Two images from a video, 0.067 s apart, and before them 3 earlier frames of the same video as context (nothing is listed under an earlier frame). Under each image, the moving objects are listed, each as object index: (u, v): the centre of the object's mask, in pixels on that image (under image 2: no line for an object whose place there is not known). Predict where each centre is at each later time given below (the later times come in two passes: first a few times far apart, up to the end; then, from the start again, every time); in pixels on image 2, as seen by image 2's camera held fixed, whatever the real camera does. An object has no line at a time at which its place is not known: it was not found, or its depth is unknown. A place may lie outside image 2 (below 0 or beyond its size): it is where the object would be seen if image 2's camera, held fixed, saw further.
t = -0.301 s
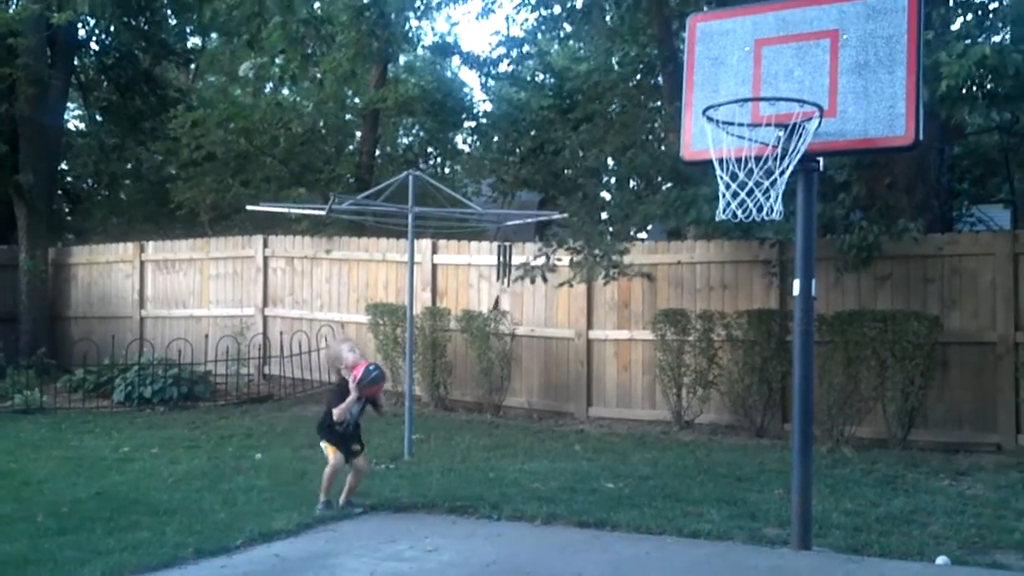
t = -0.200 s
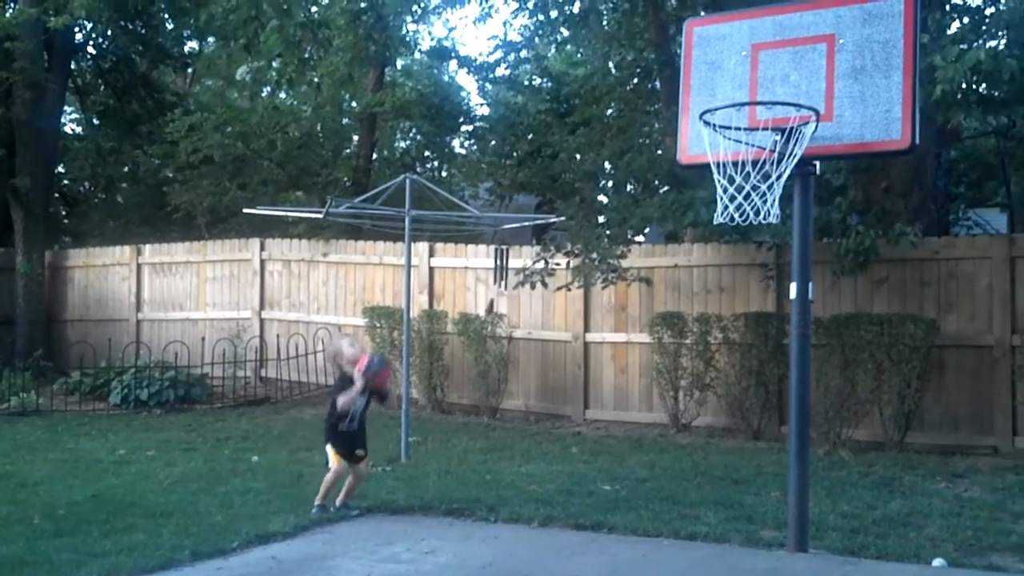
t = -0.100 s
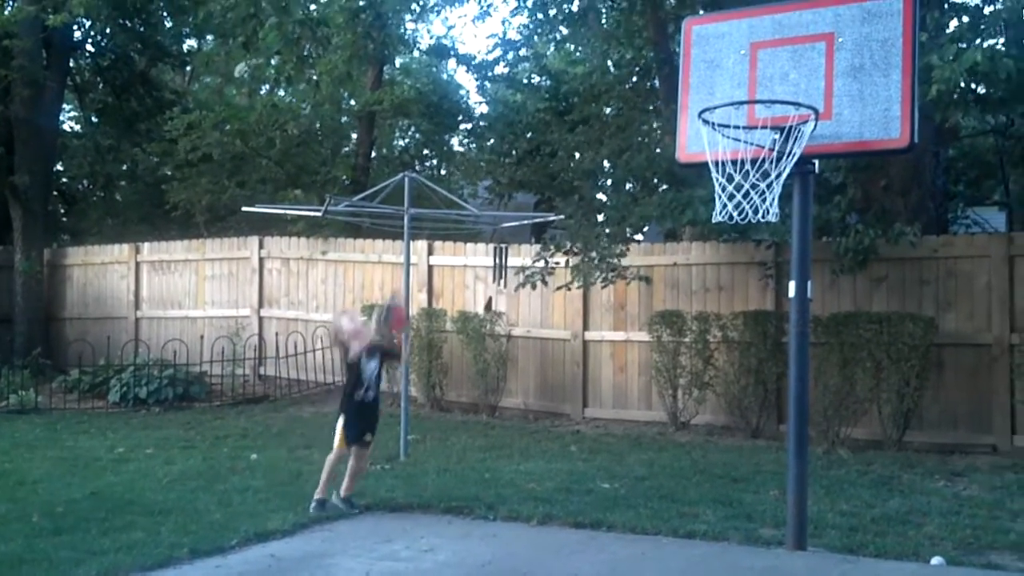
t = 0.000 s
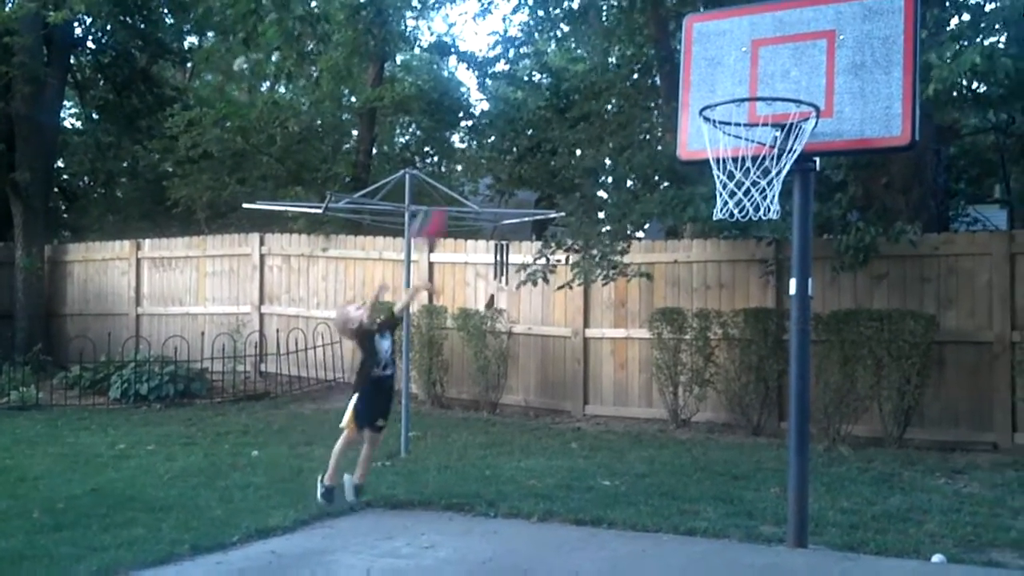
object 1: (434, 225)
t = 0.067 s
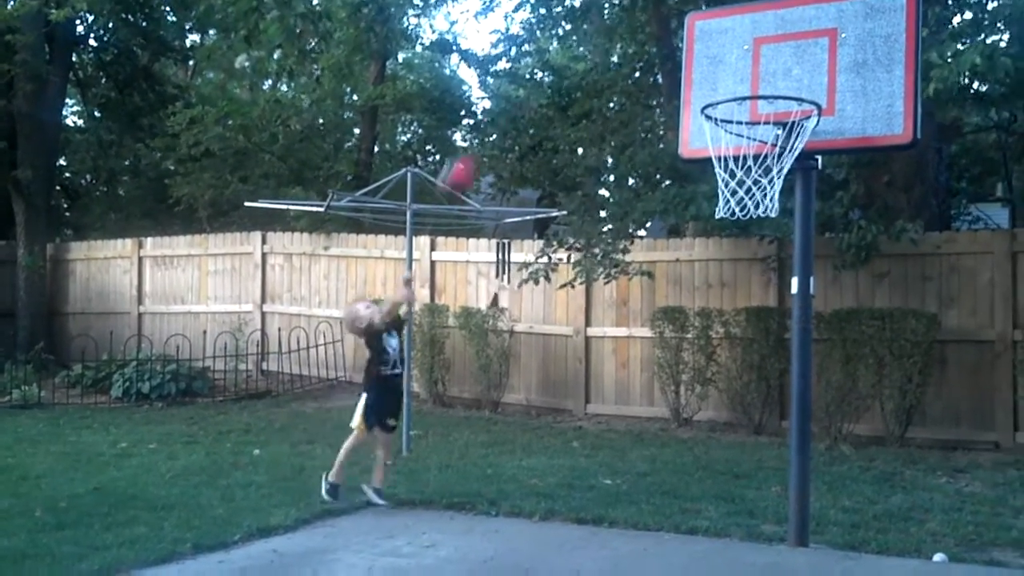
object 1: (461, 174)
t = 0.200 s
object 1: (518, 94)
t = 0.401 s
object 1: (612, 34)
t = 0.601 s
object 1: (723, 64)
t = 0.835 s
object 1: (811, 24)
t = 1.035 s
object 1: (883, 66)
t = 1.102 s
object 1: (911, 113)
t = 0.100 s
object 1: (475, 149)
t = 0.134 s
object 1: (489, 130)
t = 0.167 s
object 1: (502, 110)
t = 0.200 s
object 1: (518, 94)
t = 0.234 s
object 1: (532, 77)
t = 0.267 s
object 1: (549, 63)
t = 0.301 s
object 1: (562, 50)
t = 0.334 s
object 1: (577, 42)
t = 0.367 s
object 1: (595, 38)
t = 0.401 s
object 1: (612, 34)
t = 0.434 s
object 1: (630, 32)
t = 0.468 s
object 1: (647, 31)
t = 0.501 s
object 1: (663, 34)
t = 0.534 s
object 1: (682, 43)
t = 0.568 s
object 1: (705, 55)
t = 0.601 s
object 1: (723, 64)
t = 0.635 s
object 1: (744, 75)
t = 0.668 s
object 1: (756, 62)
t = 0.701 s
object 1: (767, 47)
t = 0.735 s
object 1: (779, 37)
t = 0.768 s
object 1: (790, 30)
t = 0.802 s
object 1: (801, 25)
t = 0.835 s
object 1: (811, 24)
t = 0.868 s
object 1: (823, 23)
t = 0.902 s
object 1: (835, 26)
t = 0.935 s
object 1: (846, 31)
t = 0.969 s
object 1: (858, 39)
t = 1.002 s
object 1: (870, 51)
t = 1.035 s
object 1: (883, 66)
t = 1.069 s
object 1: (898, 89)
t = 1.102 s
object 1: (911, 113)
